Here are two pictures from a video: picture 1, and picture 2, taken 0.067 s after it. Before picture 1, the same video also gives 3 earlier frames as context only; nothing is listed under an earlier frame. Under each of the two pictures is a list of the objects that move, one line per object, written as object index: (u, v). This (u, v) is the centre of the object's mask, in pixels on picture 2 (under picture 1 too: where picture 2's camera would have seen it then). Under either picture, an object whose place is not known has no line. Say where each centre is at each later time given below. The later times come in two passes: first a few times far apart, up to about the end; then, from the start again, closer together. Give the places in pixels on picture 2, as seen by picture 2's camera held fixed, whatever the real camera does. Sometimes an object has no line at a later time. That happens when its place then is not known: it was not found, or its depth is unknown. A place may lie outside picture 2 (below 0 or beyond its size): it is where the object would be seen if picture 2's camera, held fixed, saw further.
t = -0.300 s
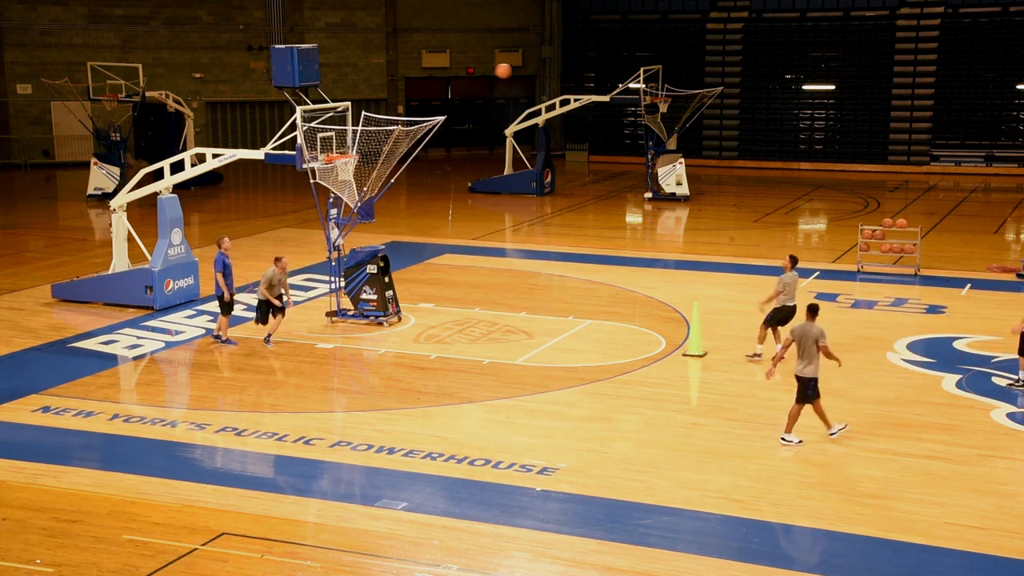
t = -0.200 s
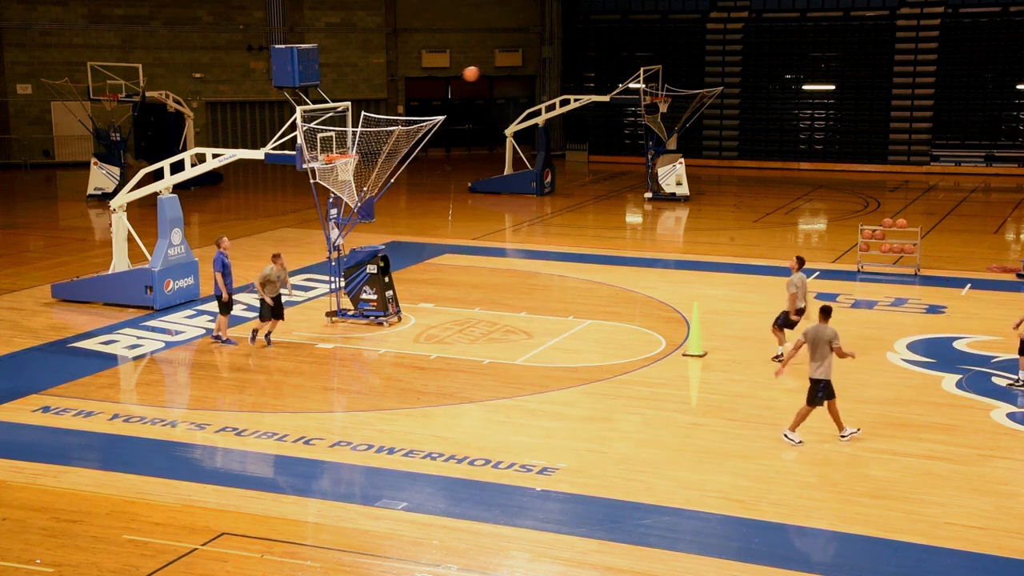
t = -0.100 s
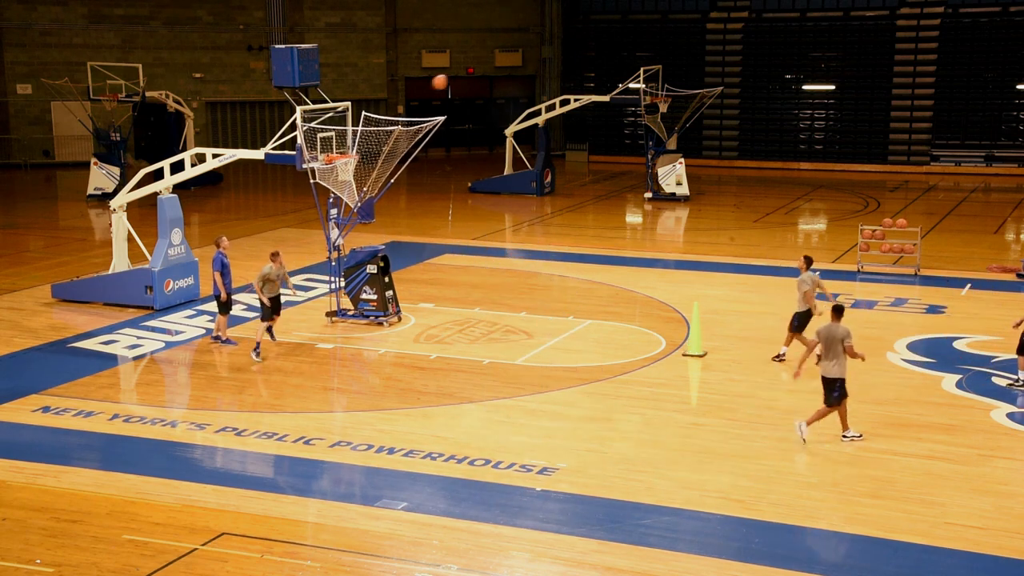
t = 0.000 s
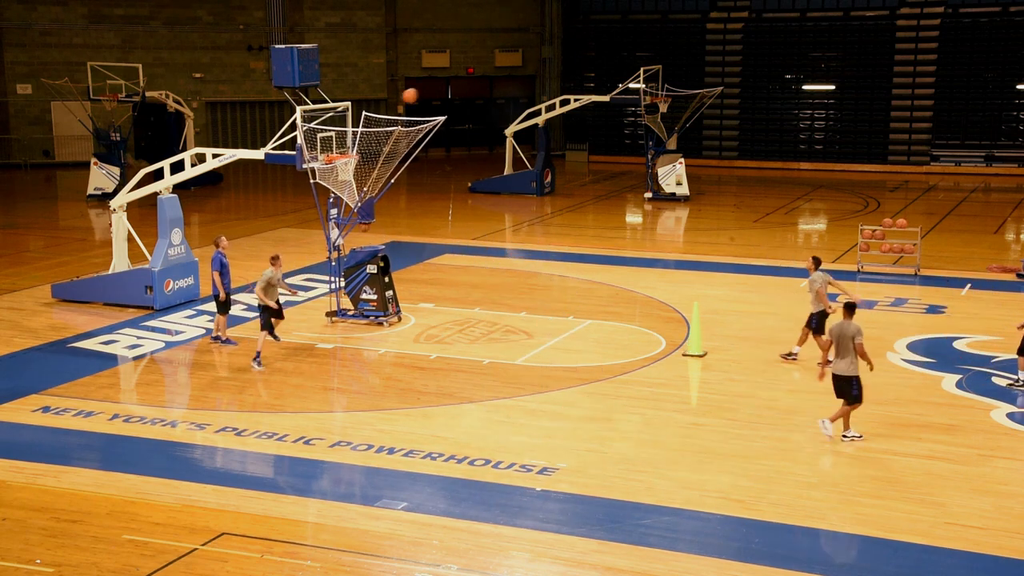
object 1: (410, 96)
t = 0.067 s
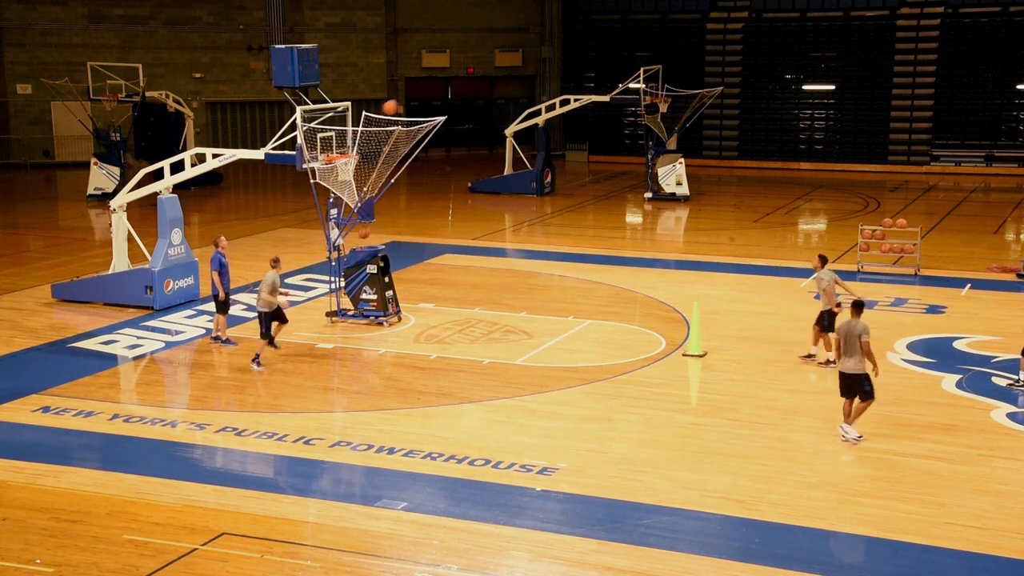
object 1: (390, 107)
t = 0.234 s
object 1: (343, 147)
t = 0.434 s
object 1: (364, 139)
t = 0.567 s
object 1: (380, 136)
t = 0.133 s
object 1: (371, 122)
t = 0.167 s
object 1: (362, 129)
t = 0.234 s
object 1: (343, 147)
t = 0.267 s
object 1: (339, 151)
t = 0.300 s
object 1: (343, 150)
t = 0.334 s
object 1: (351, 148)
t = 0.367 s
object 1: (355, 145)
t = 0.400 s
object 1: (359, 141)
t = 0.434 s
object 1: (364, 139)
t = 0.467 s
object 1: (368, 138)
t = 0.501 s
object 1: (371, 137)
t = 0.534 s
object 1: (376, 136)
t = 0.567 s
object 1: (380, 136)
